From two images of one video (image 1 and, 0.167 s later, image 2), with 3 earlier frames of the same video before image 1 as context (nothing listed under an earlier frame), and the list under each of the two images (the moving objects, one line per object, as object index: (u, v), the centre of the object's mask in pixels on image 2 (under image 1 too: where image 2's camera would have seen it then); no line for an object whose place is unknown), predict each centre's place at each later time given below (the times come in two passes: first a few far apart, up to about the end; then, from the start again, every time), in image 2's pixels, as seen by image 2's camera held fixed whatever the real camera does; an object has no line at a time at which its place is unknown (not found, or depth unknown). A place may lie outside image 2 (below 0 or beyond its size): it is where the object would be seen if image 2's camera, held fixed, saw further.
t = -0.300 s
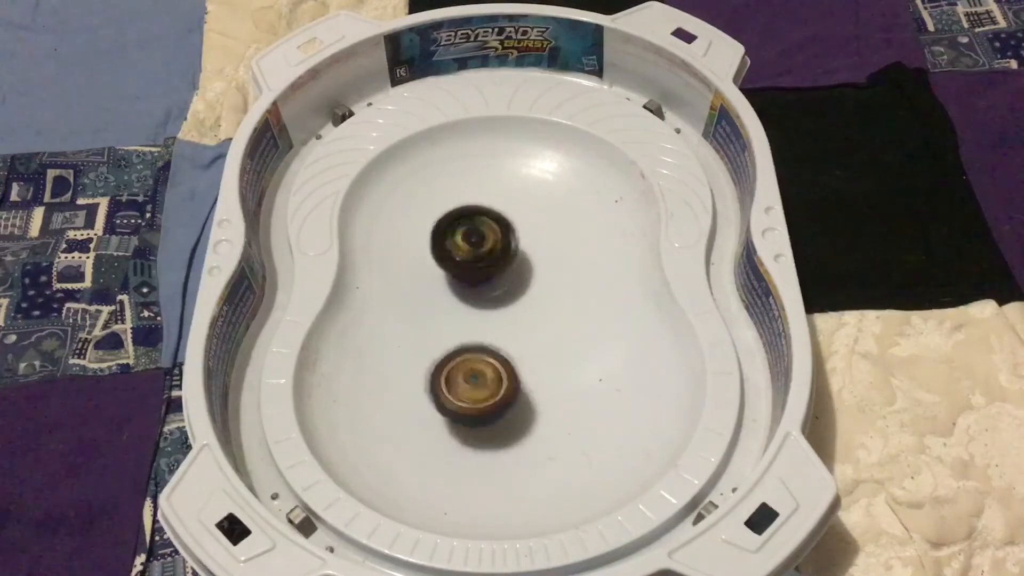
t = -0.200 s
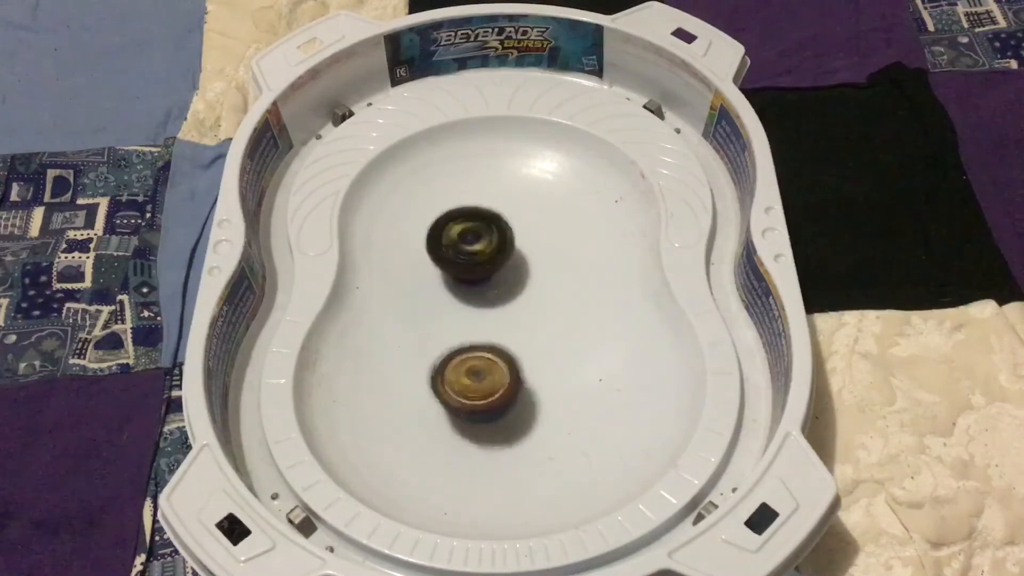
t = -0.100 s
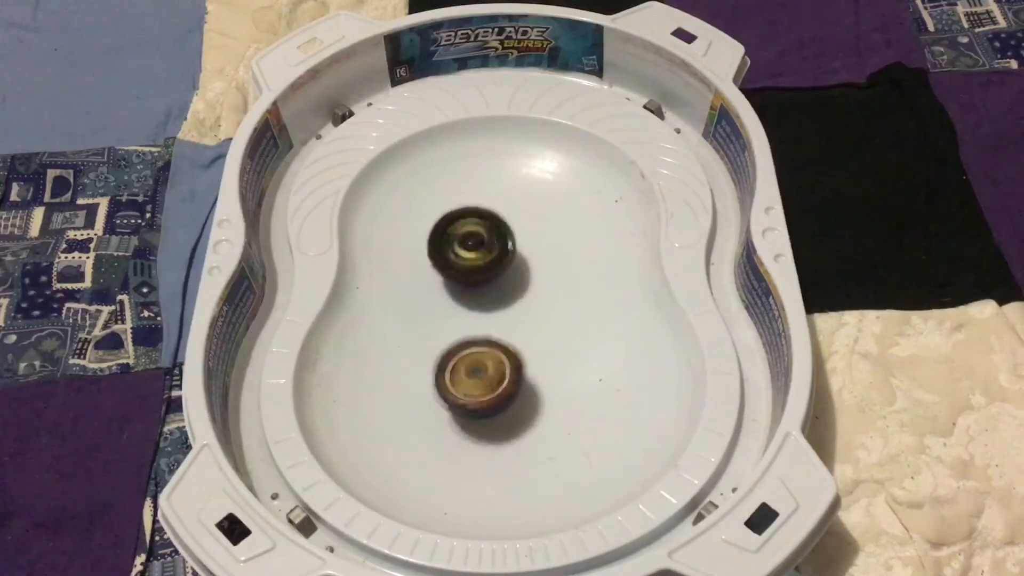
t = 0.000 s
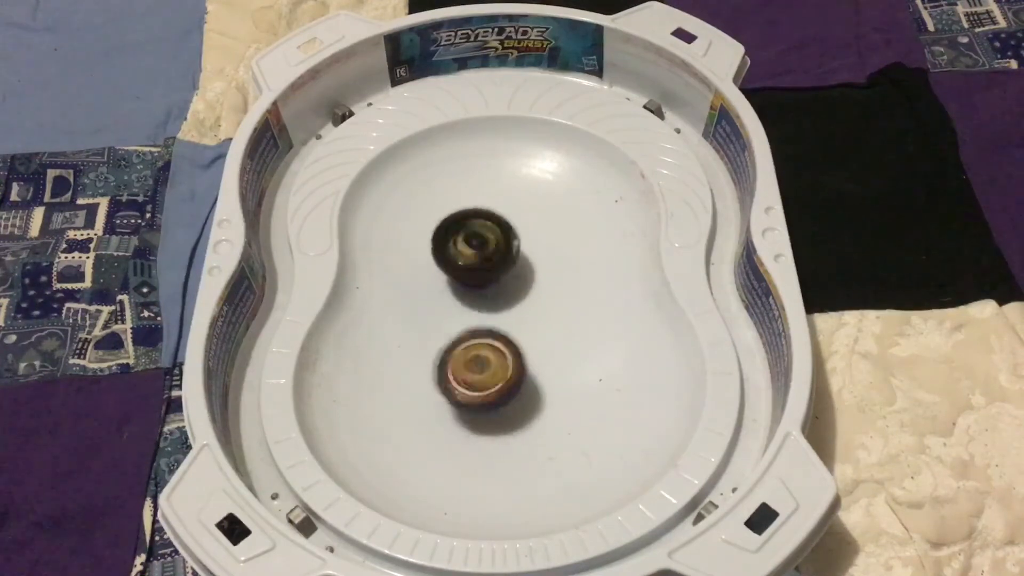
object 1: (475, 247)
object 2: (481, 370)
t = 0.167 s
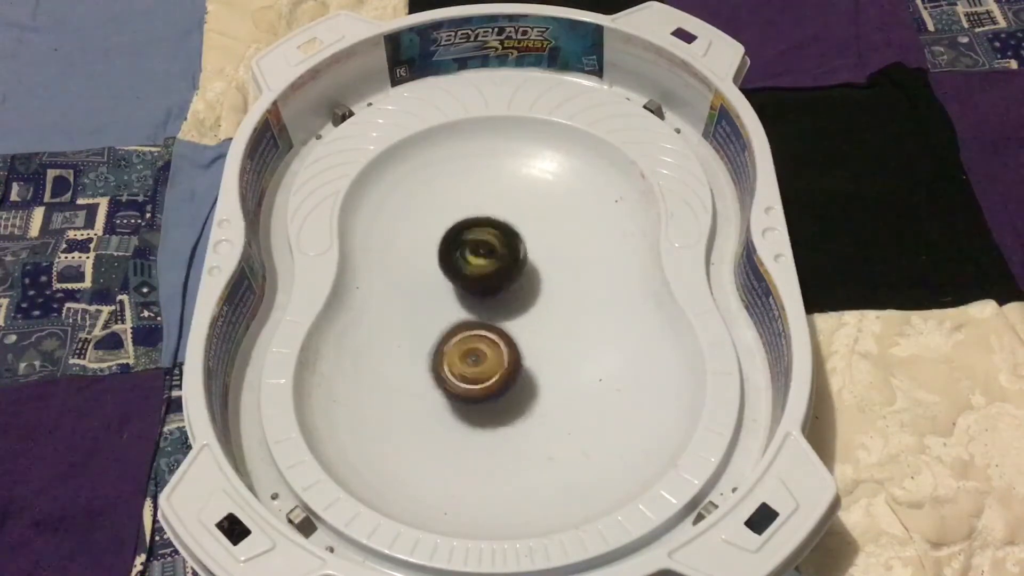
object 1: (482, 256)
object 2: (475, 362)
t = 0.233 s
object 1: (481, 262)
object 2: (470, 362)
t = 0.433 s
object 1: (479, 275)
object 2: (466, 365)
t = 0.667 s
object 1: (471, 287)
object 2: (478, 372)
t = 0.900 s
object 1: (494, 247)
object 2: (512, 393)
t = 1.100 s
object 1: (532, 242)
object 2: (500, 378)
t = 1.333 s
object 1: (528, 258)
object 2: (468, 380)
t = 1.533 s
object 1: (486, 252)
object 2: (475, 391)
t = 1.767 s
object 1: (484, 220)
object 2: (473, 366)
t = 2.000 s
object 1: (517, 213)
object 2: (462, 363)
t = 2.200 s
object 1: (517, 228)
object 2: (473, 365)
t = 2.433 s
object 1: (479, 224)
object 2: (473, 352)
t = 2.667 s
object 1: (480, 199)
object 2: (472, 343)
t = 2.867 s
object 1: (496, 207)
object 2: (489, 341)
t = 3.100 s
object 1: (485, 228)
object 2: (480, 339)
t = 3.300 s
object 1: (461, 225)
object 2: (478, 334)
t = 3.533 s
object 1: (473, 217)
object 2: (479, 337)
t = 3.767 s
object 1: (493, 233)
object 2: (481, 329)
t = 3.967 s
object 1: (473, 246)
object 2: (484, 334)
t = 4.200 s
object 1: (462, 242)
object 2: (482, 337)
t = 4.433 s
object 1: (484, 247)
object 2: (479, 340)
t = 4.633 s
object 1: (488, 261)
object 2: (484, 329)
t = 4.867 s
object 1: (486, 246)
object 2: (511, 350)
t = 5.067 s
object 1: (489, 245)
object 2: (508, 344)
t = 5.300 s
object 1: (485, 249)
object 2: (485, 336)
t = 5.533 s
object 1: (485, 246)
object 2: (464, 324)
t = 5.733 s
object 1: (479, 255)
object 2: (494, 334)
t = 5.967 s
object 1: (484, 258)
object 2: (510, 331)
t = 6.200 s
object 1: (487, 255)
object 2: (511, 332)
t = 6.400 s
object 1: (489, 253)
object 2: (509, 331)
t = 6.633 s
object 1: (484, 254)
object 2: (509, 332)
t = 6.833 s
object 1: (475, 253)
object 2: (508, 332)
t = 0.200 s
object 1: (482, 259)
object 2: (472, 362)
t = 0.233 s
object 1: (481, 262)
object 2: (470, 362)
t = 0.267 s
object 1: (480, 263)
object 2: (469, 362)
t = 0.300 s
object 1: (484, 263)
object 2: (469, 362)
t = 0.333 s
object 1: (485, 267)
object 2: (469, 362)
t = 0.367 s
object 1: (483, 271)
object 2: (467, 362)
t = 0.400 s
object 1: (480, 273)
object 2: (466, 363)
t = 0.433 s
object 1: (479, 275)
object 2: (466, 365)
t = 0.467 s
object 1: (481, 276)
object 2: (468, 366)
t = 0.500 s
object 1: (480, 279)
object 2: (470, 366)
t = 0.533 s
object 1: (476, 283)
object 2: (470, 368)
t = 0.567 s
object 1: (473, 285)
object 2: (472, 367)
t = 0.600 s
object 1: (472, 286)
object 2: (472, 368)
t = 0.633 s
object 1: (472, 287)
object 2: (474, 368)
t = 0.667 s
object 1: (471, 287)
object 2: (478, 372)
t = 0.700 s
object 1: (471, 281)
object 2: (487, 385)
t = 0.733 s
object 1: (475, 275)
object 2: (494, 391)
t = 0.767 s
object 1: (478, 270)
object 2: (501, 394)
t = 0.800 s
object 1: (479, 264)
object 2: (503, 395)
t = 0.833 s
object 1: (481, 257)
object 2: (504, 395)
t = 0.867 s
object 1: (486, 253)
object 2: (506, 395)
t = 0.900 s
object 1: (494, 247)
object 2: (512, 393)
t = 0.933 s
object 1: (503, 246)
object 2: (514, 390)
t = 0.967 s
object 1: (509, 246)
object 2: (513, 386)
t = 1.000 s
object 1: (513, 245)
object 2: (508, 384)
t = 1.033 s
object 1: (519, 243)
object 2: (505, 381)
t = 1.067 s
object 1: (526, 242)
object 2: (502, 380)
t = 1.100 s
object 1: (532, 242)
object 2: (500, 378)
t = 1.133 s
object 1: (538, 244)
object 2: (495, 372)
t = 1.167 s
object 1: (539, 249)
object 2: (488, 366)
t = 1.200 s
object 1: (538, 250)
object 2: (482, 369)
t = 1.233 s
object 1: (537, 252)
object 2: (478, 374)
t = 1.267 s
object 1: (535, 255)
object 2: (475, 375)
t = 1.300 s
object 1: (532, 256)
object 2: (470, 377)
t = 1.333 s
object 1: (528, 258)
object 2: (468, 380)
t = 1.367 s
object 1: (520, 260)
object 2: (469, 385)
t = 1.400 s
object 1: (510, 260)
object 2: (469, 387)
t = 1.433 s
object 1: (503, 260)
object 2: (469, 389)
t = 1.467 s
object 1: (497, 259)
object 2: (469, 392)
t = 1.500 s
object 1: (491, 256)
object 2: (472, 392)
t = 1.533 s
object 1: (486, 252)
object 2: (475, 391)
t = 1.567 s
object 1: (480, 247)
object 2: (477, 389)
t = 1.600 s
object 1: (476, 242)
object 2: (477, 387)
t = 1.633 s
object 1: (474, 236)
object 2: (477, 383)
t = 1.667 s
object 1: (475, 231)
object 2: (478, 377)
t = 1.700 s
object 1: (477, 228)
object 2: (480, 372)
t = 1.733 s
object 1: (481, 224)
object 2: (477, 368)
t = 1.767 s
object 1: (484, 220)
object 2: (473, 366)
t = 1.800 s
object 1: (487, 217)
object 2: (469, 364)
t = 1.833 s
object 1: (491, 212)
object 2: (466, 363)
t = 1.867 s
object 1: (499, 210)
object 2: (463, 359)
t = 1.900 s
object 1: (506, 209)
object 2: (461, 360)
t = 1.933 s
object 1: (512, 211)
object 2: (461, 362)
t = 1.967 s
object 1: (515, 212)
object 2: (461, 363)
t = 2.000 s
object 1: (517, 213)
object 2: (462, 363)
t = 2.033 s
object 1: (520, 215)
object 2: (462, 365)
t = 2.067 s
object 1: (524, 215)
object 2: (461, 367)
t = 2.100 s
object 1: (526, 218)
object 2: (463, 369)
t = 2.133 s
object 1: (526, 221)
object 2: (467, 369)
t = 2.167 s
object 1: (523, 225)
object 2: (470, 367)
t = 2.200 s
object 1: (517, 228)
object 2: (473, 365)
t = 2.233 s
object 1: (512, 230)
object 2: (476, 364)
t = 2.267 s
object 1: (508, 232)
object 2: (481, 361)
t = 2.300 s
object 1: (505, 228)
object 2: (484, 356)
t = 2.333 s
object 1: (500, 231)
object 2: (484, 352)
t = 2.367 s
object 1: (493, 230)
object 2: (481, 350)
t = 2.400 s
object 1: (484, 227)
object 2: (476, 350)
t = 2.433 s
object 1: (479, 224)
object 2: (473, 352)
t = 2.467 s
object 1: (477, 220)
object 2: (473, 349)
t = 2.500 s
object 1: (475, 219)
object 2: (472, 348)
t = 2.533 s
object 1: (476, 215)
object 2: (469, 343)
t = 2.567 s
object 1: (477, 212)
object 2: (468, 343)
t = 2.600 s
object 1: (476, 208)
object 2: (467, 342)
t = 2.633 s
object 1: (476, 204)
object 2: (468, 343)
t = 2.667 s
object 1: (480, 199)
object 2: (472, 343)
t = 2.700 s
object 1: (485, 197)
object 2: (475, 344)
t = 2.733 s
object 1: (491, 198)
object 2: (476, 344)
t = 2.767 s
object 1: (494, 201)
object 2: (478, 344)
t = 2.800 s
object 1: (494, 204)
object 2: (481, 344)
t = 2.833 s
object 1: (494, 205)
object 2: (485, 343)
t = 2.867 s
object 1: (496, 207)
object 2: (489, 341)
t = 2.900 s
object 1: (500, 209)
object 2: (490, 339)
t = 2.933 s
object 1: (502, 212)
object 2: (488, 337)
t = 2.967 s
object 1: (503, 216)
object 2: (485, 336)
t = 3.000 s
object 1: (499, 221)
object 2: (480, 339)
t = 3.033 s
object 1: (493, 225)
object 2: (478, 342)
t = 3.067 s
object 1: (488, 227)
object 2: (479, 341)
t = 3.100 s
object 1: (485, 228)
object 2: (480, 339)
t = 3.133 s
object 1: (483, 229)
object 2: (477, 337)
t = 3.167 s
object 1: (479, 230)
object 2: (475, 335)
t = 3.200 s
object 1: (474, 230)
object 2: (475, 335)
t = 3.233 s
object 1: (467, 229)
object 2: (475, 334)
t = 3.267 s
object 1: (462, 227)
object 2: (477, 334)
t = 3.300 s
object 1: (461, 225)
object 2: (478, 334)
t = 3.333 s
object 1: (461, 224)
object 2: (479, 335)
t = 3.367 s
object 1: (463, 223)
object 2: (482, 334)
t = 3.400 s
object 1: (466, 222)
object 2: (483, 334)
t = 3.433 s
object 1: (466, 222)
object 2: (484, 333)
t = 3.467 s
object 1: (466, 220)
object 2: (482, 333)
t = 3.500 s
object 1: (468, 218)
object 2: (480, 335)
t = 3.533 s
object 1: (473, 217)
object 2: (479, 337)
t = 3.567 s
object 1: (480, 217)
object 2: (479, 337)
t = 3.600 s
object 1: (486, 217)
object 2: (480, 336)
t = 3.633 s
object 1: (490, 222)
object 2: (480, 332)
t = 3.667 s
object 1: (490, 227)
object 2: (479, 331)
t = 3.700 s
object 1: (490, 230)
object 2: (480, 330)
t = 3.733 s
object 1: (491, 232)
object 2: (481, 329)
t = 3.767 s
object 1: (493, 233)
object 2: (481, 329)
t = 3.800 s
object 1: (494, 236)
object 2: (481, 330)
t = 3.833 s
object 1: (494, 238)
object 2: (481, 331)
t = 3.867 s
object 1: (490, 242)
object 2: (483, 331)
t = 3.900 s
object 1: (483, 245)
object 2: (484, 331)
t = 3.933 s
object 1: (476, 247)
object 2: (483, 333)
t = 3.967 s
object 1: (473, 246)
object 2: (484, 334)
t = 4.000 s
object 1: (471, 244)
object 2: (483, 338)
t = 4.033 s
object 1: (471, 243)
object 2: (484, 341)
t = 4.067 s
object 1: (469, 247)
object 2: (487, 340)
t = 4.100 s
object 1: (468, 246)
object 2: (486, 338)
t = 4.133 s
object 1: (465, 246)
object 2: (484, 337)
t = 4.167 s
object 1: (462, 243)
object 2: (483, 335)
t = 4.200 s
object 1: (462, 242)
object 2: (482, 337)
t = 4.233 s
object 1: (466, 238)
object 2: (481, 337)
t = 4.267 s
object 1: (472, 238)
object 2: (480, 338)
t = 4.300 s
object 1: (478, 240)
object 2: (479, 338)
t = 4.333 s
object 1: (482, 244)
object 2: (476, 340)
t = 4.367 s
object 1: (481, 249)
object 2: (474, 342)
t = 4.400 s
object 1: (481, 247)
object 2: (475, 343)
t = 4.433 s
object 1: (484, 247)
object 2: (479, 340)
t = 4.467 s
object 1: (488, 246)
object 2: (481, 336)
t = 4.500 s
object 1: (492, 248)
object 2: (484, 335)
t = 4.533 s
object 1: (495, 250)
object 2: (485, 332)
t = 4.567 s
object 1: (496, 253)
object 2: (486, 331)
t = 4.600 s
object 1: (493, 258)
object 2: (487, 330)
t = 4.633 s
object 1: (488, 261)
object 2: (484, 329)
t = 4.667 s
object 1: (485, 261)
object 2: (481, 333)
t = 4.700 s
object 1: (483, 258)
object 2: (480, 340)
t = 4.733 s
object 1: (484, 254)
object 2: (482, 345)
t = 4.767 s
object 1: (484, 250)
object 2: (490, 350)
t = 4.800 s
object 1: (485, 248)
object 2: (501, 353)
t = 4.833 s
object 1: (486, 247)
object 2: (509, 352)
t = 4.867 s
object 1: (486, 246)
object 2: (511, 350)
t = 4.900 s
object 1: (486, 246)
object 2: (511, 350)
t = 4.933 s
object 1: (485, 245)
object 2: (512, 343)
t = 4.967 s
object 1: (485, 245)
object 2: (511, 342)
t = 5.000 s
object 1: (486, 245)
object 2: (511, 347)
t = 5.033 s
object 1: (488, 245)
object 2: (510, 344)
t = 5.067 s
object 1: (489, 245)
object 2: (508, 344)
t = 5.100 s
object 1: (490, 247)
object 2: (504, 343)
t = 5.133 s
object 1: (490, 248)
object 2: (500, 344)
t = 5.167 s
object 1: (489, 249)
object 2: (498, 341)
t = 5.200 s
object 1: (489, 248)
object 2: (496, 343)
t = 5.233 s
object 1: (488, 248)
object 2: (493, 342)
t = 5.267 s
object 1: (487, 248)
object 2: (490, 339)
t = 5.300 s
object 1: (485, 249)
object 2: (485, 336)
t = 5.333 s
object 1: (483, 249)
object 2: (479, 336)
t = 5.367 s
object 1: (482, 247)
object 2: (472, 334)
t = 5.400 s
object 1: (481, 248)
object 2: (467, 329)
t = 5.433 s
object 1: (482, 246)
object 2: (465, 326)
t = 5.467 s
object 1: (483, 245)
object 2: (463, 323)
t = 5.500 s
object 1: (484, 245)
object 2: (463, 323)
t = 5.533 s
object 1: (485, 246)
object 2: (464, 324)
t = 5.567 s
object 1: (486, 246)
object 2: (467, 327)
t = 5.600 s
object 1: (487, 248)
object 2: (472, 330)
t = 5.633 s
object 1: (486, 250)
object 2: (477, 335)
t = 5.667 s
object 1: (484, 252)
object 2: (484, 335)
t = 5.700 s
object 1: (481, 254)
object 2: (489, 335)
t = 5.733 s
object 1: (479, 255)
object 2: (494, 334)
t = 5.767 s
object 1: (480, 255)
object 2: (498, 333)
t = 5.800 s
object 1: (482, 255)
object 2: (502, 332)
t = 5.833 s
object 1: (482, 255)
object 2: (507, 330)
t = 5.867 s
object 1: (482, 254)
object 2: (512, 330)
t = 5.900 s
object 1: (482, 258)
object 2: (513, 328)
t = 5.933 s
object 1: (483, 258)
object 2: (513, 329)
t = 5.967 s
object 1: (484, 258)
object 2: (510, 331)
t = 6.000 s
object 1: (485, 257)
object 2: (506, 332)
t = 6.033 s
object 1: (485, 256)
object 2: (504, 333)
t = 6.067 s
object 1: (485, 255)
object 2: (504, 333)
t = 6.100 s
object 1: (485, 257)
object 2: (504, 333)
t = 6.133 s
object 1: (485, 258)
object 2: (506, 334)
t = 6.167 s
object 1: (486, 259)
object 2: (509, 333)
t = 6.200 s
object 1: (487, 255)
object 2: (511, 332)
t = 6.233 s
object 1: (486, 255)
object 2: (510, 331)
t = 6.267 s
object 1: (486, 254)
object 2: (510, 331)
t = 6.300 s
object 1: (486, 253)
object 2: (509, 332)
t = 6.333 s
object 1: (487, 253)
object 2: (508, 332)
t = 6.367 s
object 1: (488, 253)
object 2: (509, 331)
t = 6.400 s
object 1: (489, 253)
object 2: (509, 331)
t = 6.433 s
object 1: (489, 254)
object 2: (509, 331)
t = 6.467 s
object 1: (488, 255)
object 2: (510, 331)
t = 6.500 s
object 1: (487, 255)
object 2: (509, 332)
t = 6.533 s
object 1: (487, 255)
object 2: (509, 332)
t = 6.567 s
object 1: (486, 255)
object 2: (509, 332)
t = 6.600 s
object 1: (485, 255)
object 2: (509, 332)
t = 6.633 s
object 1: (484, 254)
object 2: (509, 332)
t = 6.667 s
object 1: (482, 254)
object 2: (509, 332)
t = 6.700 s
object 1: (480, 254)
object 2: (508, 332)
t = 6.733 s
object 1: (479, 253)
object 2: (509, 332)
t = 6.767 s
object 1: (477, 253)
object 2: (509, 331)
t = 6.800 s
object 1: (476, 253)
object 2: (509, 331)
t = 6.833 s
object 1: (475, 253)
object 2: (508, 332)
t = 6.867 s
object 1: (474, 252)
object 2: (508, 331)
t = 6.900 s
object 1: (474, 252)
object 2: (509, 331)
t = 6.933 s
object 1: (475, 253)
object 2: (508, 332)
